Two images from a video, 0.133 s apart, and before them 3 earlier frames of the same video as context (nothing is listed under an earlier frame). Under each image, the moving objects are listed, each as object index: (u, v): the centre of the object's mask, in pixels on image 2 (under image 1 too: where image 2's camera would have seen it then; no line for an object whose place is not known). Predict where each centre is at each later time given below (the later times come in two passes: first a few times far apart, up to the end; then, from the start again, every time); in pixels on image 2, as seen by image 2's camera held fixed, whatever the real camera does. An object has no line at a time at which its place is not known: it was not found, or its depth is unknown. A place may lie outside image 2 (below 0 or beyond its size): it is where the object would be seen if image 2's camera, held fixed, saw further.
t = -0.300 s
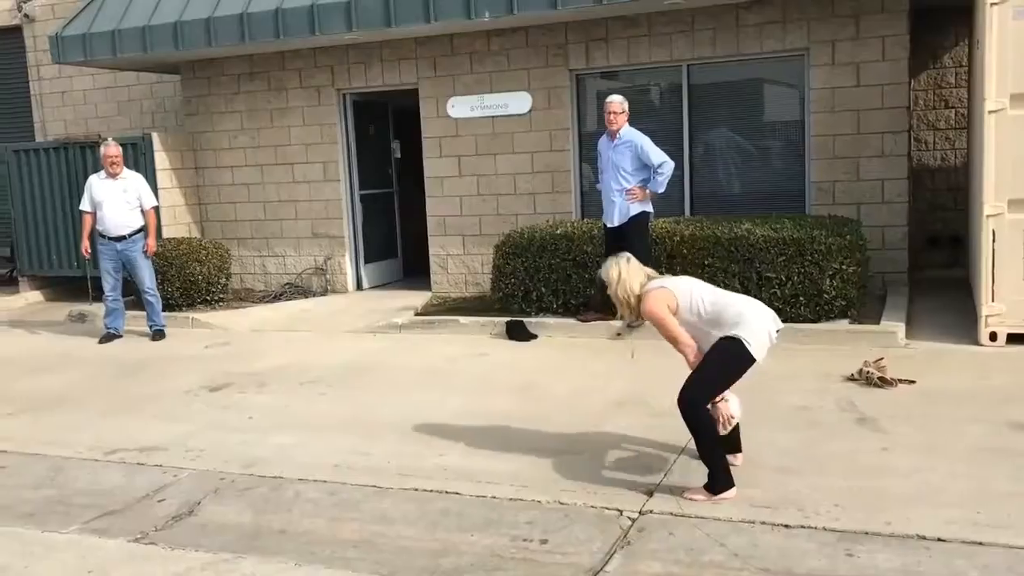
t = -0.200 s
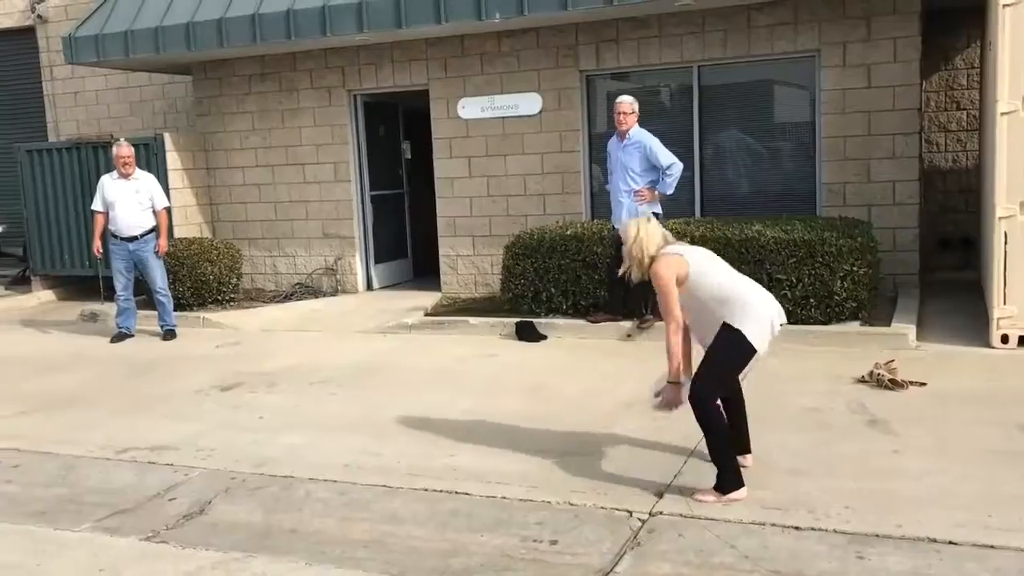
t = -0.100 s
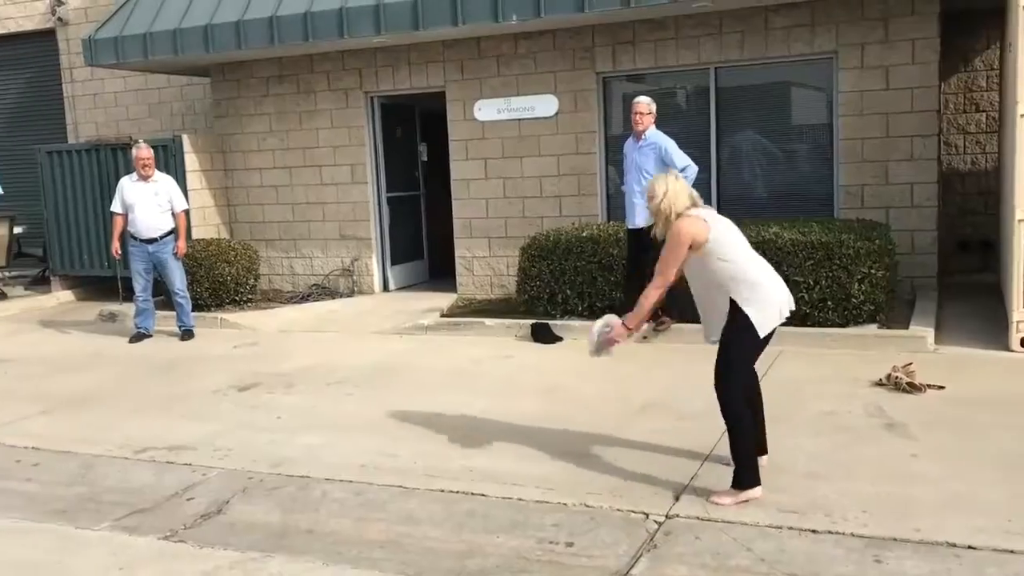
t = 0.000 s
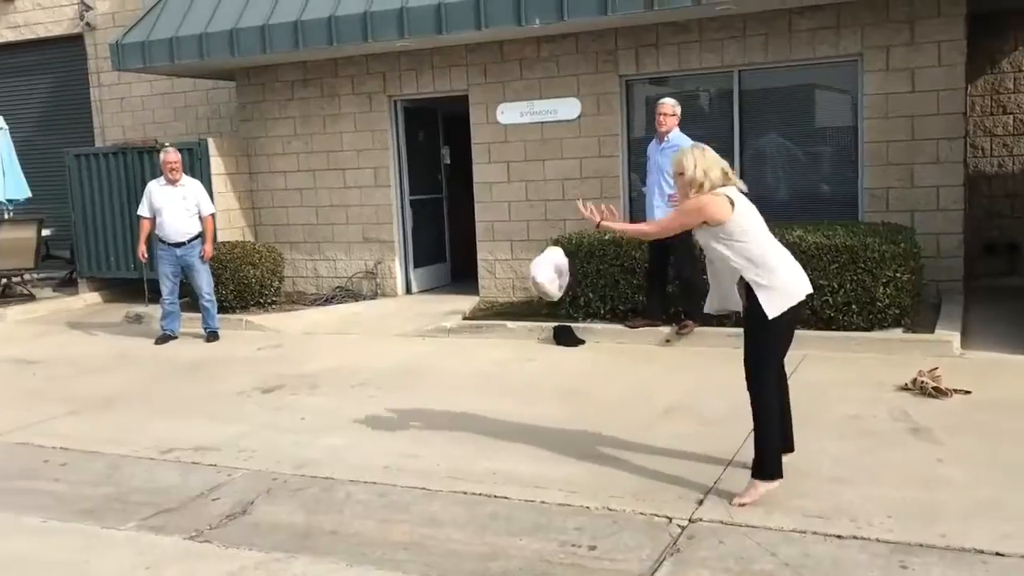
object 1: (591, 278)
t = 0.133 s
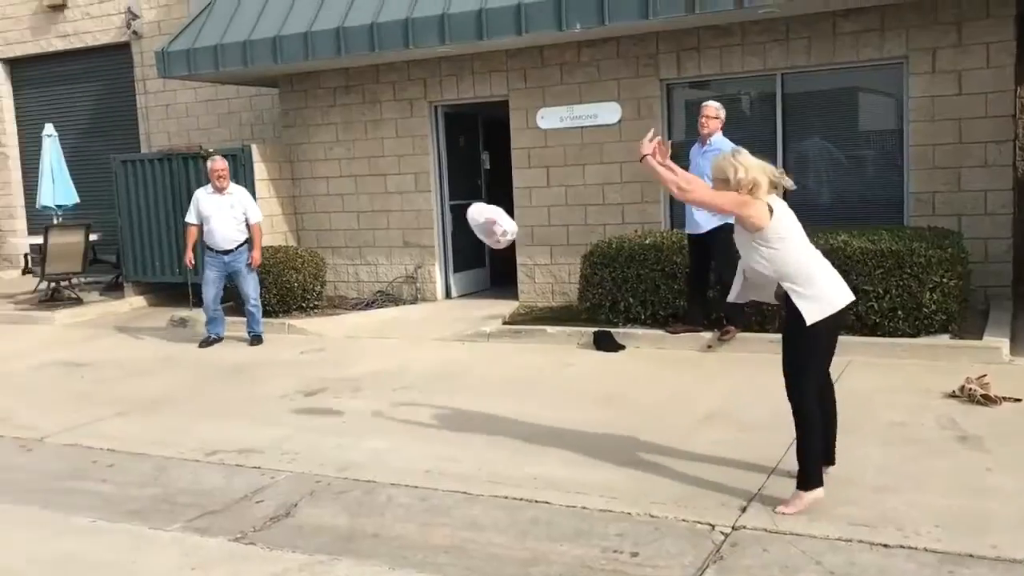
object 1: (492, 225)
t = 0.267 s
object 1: (404, 208)
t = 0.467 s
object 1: (293, 237)
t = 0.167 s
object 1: (468, 217)
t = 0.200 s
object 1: (445, 212)
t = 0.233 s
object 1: (424, 209)
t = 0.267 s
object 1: (404, 208)
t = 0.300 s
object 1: (384, 209)
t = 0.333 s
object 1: (365, 212)
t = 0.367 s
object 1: (346, 216)
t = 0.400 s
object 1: (327, 221)
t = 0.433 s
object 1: (309, 229)
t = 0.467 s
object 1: (293, 237)
